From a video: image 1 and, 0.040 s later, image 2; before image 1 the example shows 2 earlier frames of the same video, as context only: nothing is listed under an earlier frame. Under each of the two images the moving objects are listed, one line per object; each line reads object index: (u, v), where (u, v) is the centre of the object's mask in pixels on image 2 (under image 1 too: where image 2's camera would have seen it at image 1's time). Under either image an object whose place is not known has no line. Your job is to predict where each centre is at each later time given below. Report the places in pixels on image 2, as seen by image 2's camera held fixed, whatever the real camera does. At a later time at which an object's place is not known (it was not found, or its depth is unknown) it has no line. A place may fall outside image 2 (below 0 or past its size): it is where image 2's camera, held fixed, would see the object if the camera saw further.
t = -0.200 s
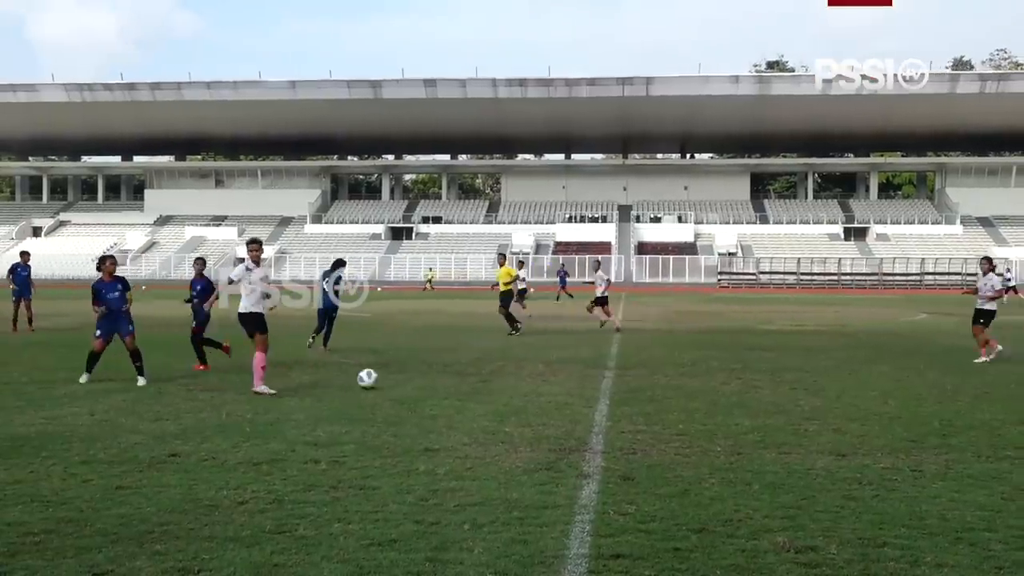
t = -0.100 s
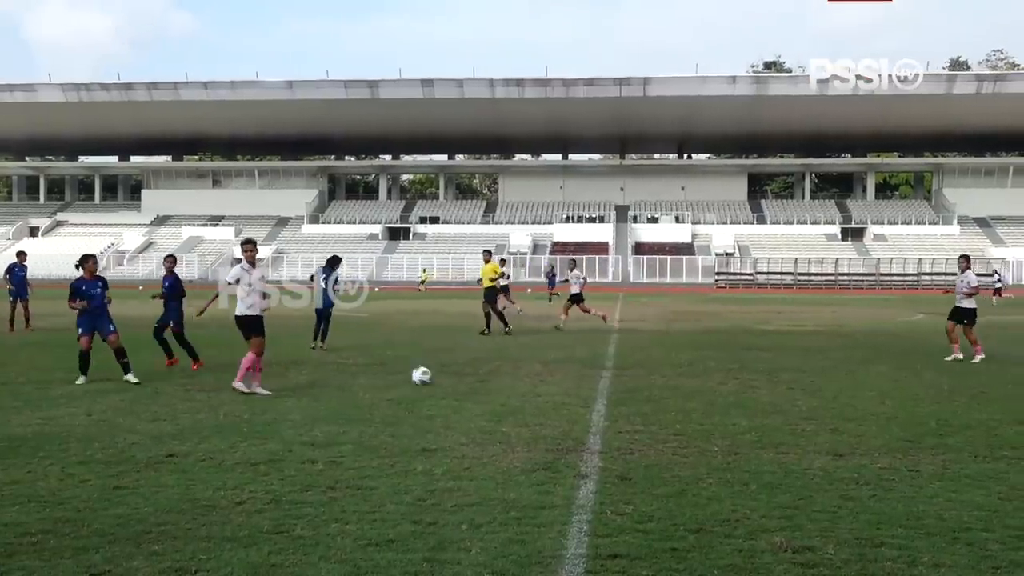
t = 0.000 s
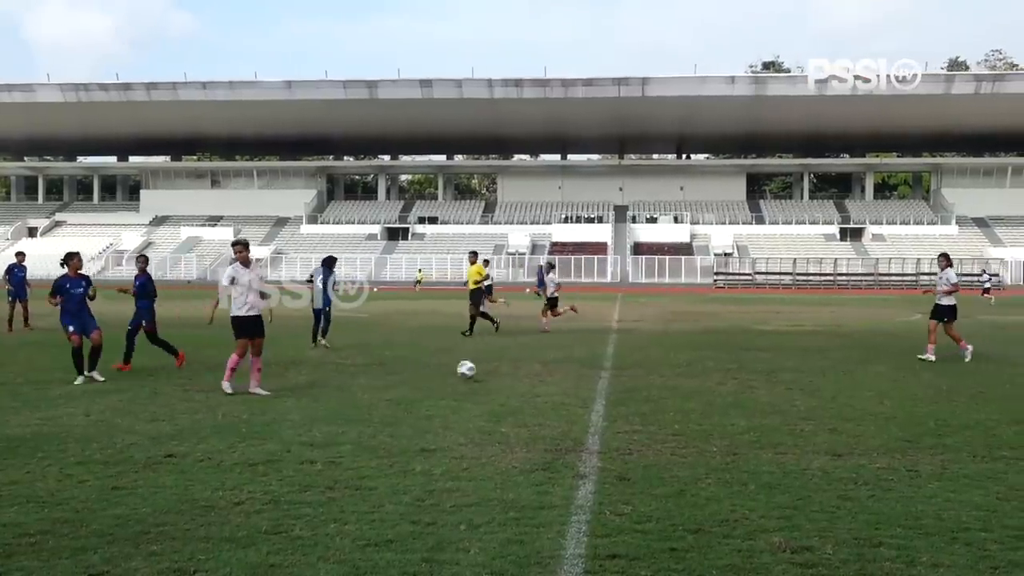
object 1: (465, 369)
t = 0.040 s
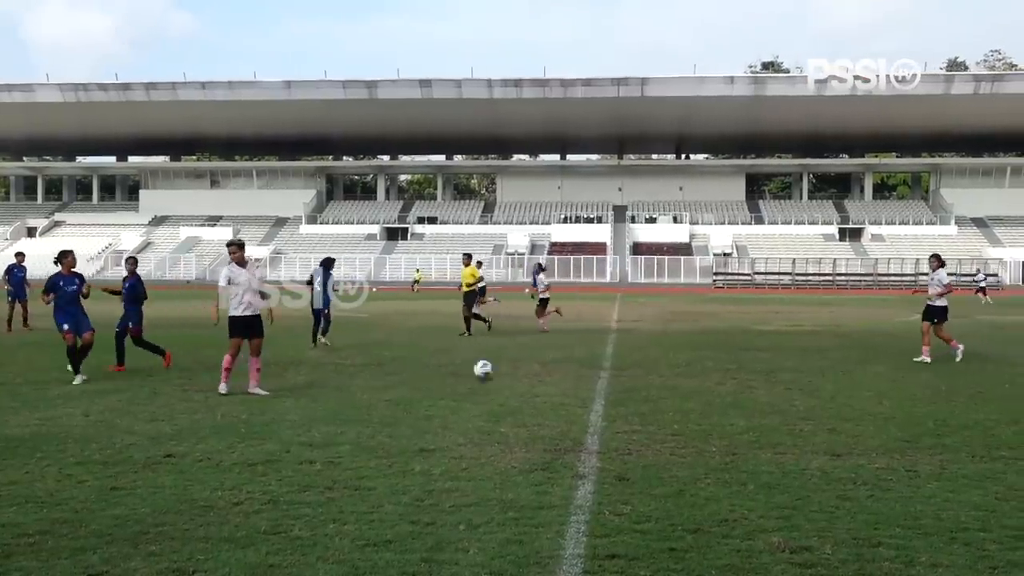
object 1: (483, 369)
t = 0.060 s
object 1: (491, 369)
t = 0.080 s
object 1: (499, 370)
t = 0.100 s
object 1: (506, 369)
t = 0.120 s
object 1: (514, 367)
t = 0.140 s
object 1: (520, 366)
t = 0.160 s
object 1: (527, 366)
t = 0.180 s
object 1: (533, 365)
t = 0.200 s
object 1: (539, 365)
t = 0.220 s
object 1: (545, 365)
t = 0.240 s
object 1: (552, 365)
